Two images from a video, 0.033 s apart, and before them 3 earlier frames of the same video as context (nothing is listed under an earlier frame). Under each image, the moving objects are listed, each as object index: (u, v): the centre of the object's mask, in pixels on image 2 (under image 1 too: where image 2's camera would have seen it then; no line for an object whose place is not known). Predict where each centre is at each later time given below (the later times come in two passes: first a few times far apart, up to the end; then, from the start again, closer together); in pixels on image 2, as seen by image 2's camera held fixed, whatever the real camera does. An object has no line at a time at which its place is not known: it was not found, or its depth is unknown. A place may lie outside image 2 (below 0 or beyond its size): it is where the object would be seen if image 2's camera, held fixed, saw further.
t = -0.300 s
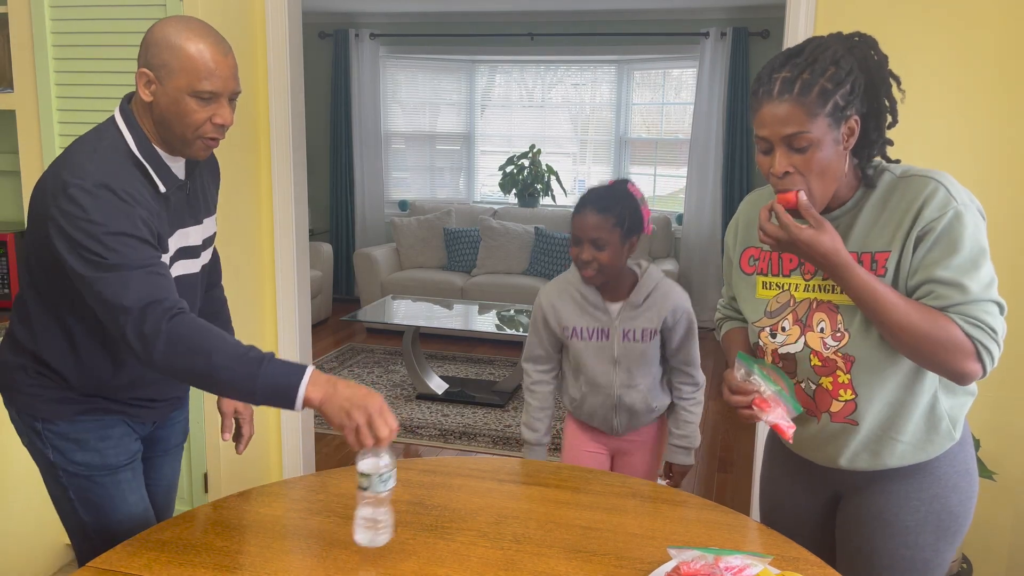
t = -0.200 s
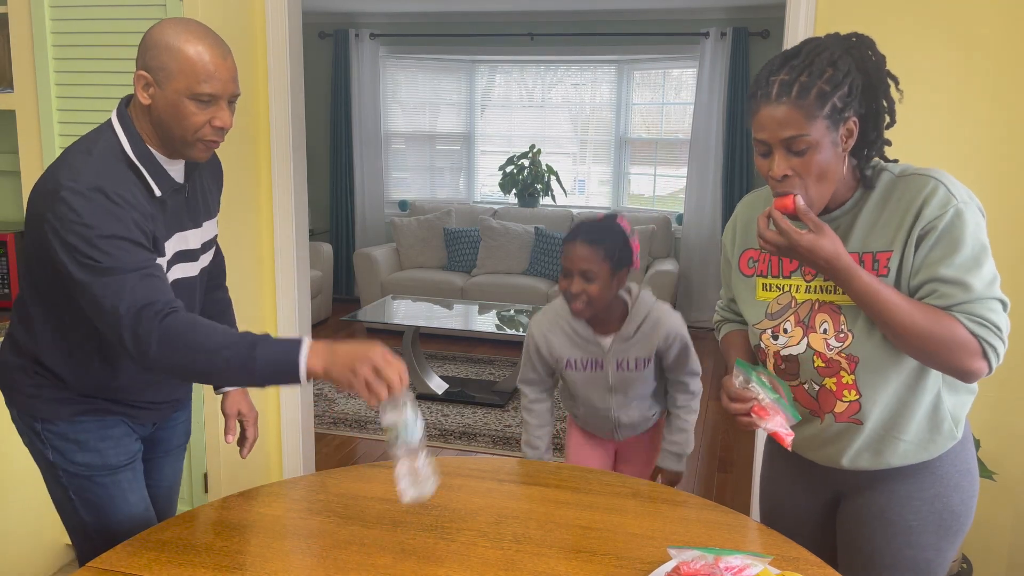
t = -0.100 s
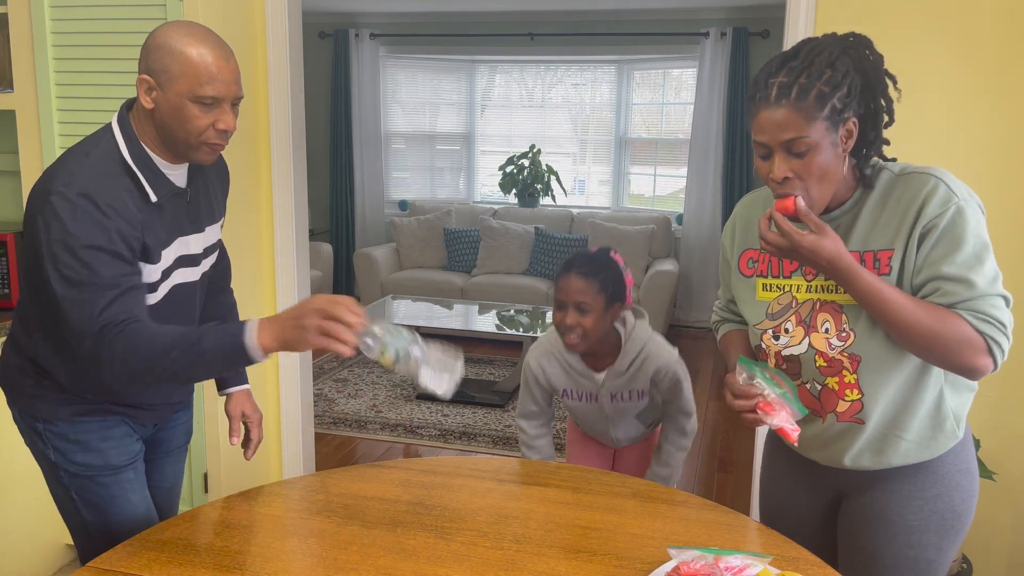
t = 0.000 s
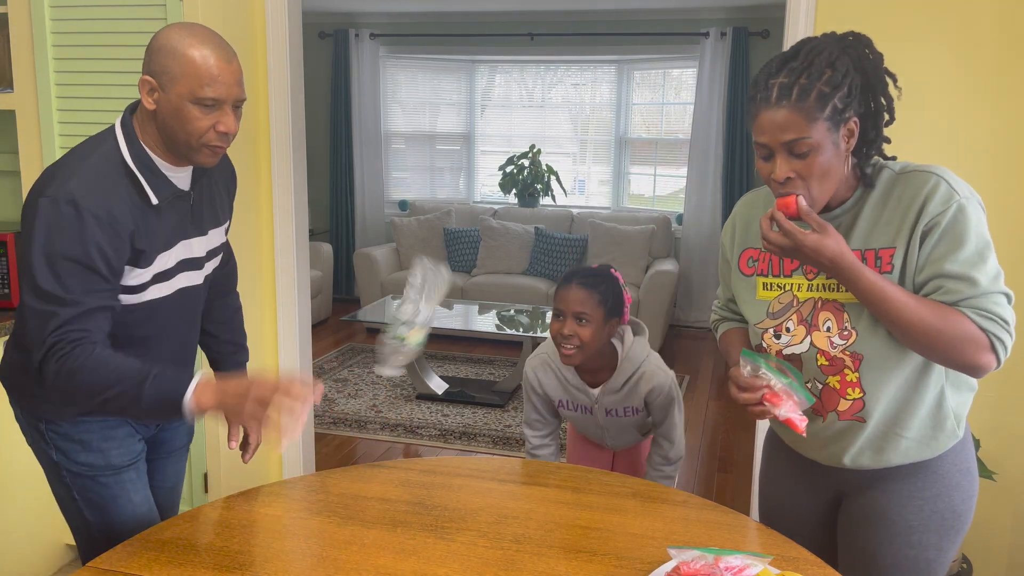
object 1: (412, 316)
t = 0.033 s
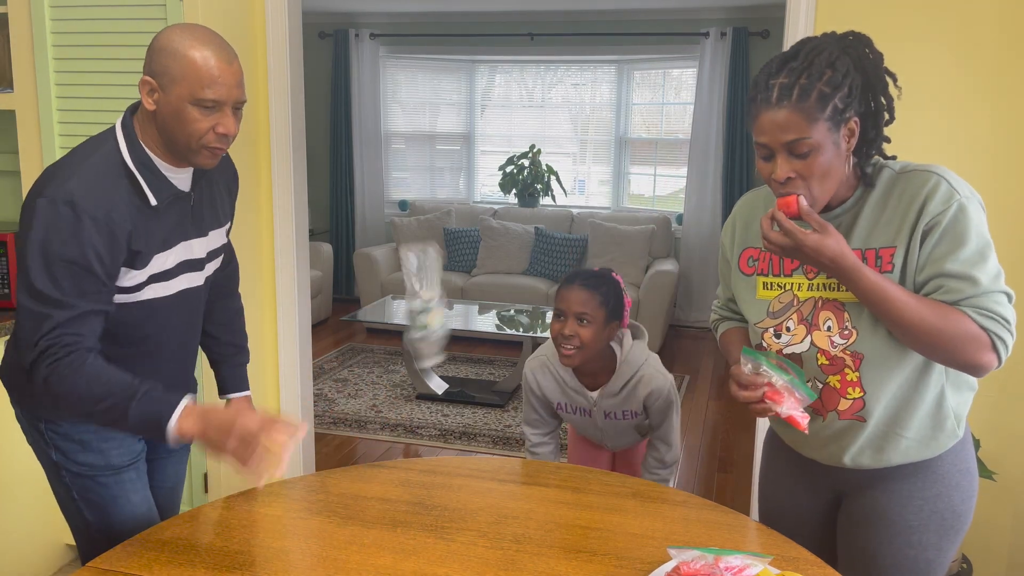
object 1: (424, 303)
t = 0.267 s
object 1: (409, 332)
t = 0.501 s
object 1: (385, 518)
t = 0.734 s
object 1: (370, 536)
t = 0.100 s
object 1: (437, 272)
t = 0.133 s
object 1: (433, 268)
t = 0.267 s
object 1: (409, 332)
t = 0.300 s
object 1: (401, 368)
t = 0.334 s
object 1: (398, 404)
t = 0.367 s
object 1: (392, 450)
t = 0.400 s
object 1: (387, 501)
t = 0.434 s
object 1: (389, 515)
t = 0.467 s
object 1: (387, 516)
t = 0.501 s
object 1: (385, 518)
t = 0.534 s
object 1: (384, 524)
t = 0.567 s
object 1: (383, 532)
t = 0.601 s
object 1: (379, 538)
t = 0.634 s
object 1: (377, 537)
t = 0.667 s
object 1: (375, 536)
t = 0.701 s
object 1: (372, 536)
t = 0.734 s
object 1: (370, 536)
